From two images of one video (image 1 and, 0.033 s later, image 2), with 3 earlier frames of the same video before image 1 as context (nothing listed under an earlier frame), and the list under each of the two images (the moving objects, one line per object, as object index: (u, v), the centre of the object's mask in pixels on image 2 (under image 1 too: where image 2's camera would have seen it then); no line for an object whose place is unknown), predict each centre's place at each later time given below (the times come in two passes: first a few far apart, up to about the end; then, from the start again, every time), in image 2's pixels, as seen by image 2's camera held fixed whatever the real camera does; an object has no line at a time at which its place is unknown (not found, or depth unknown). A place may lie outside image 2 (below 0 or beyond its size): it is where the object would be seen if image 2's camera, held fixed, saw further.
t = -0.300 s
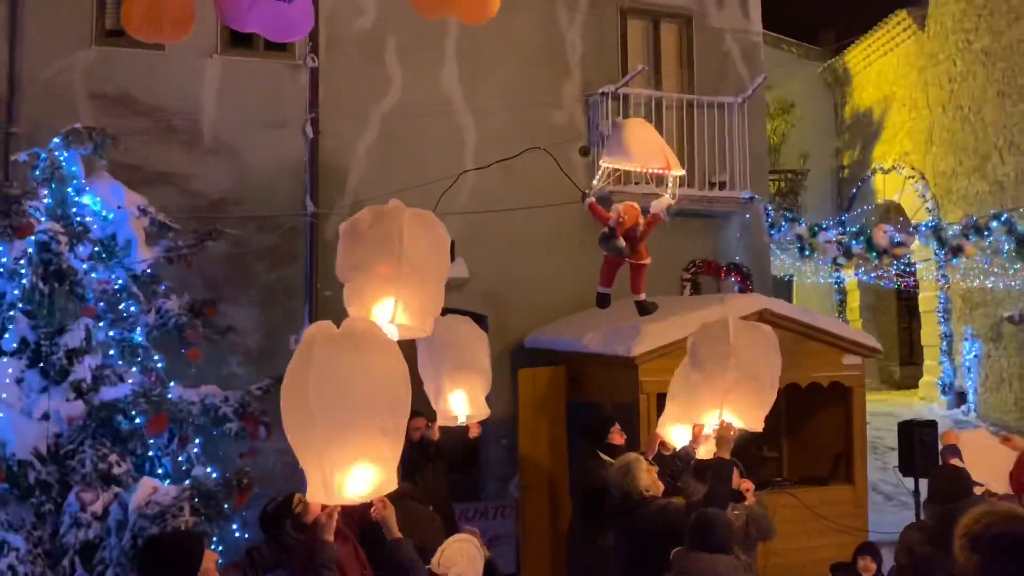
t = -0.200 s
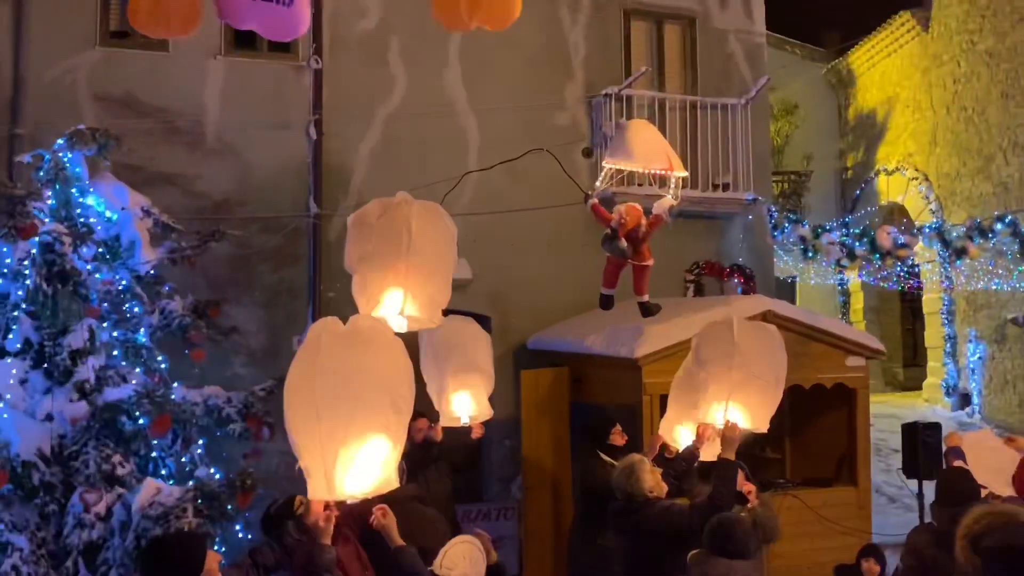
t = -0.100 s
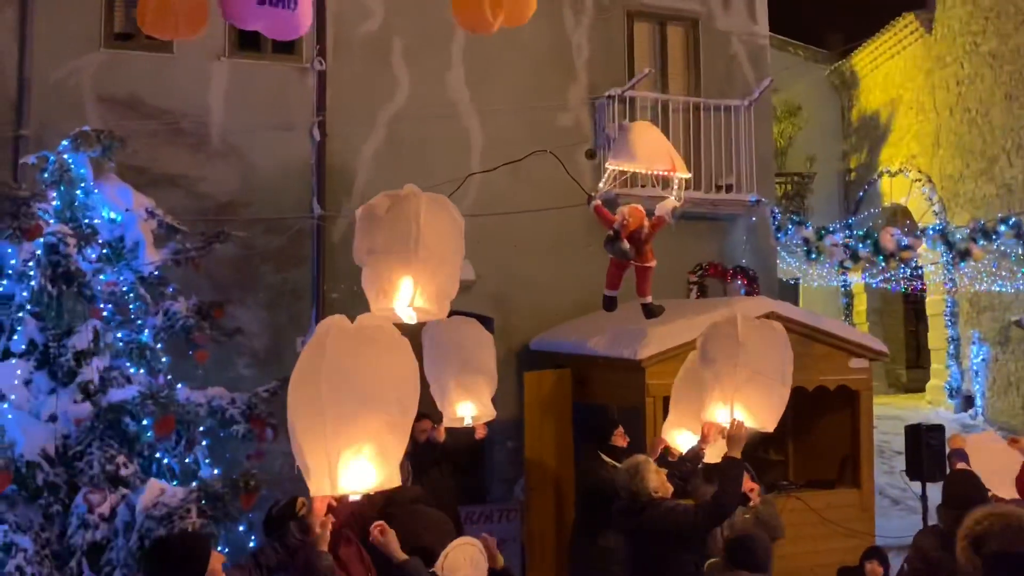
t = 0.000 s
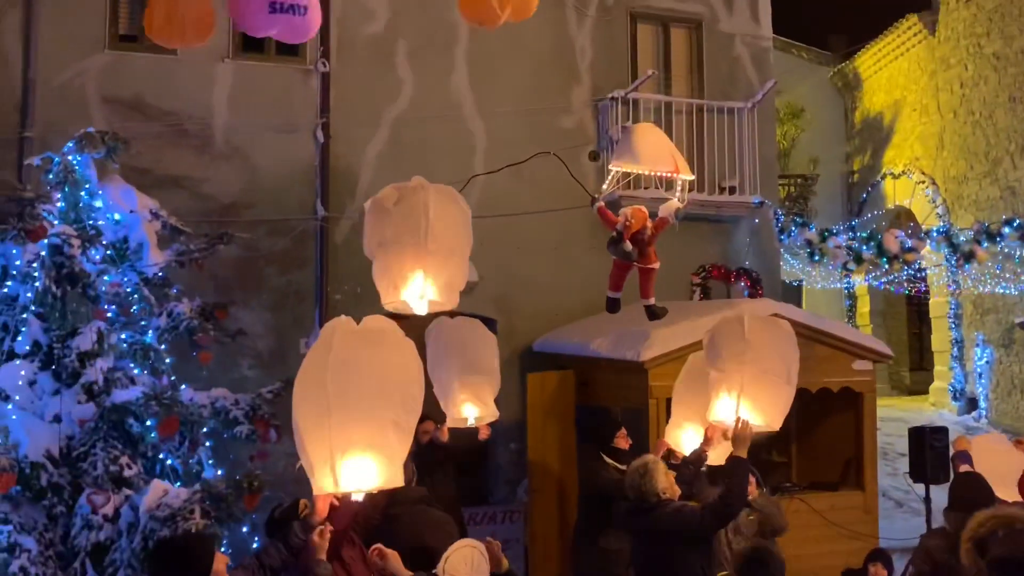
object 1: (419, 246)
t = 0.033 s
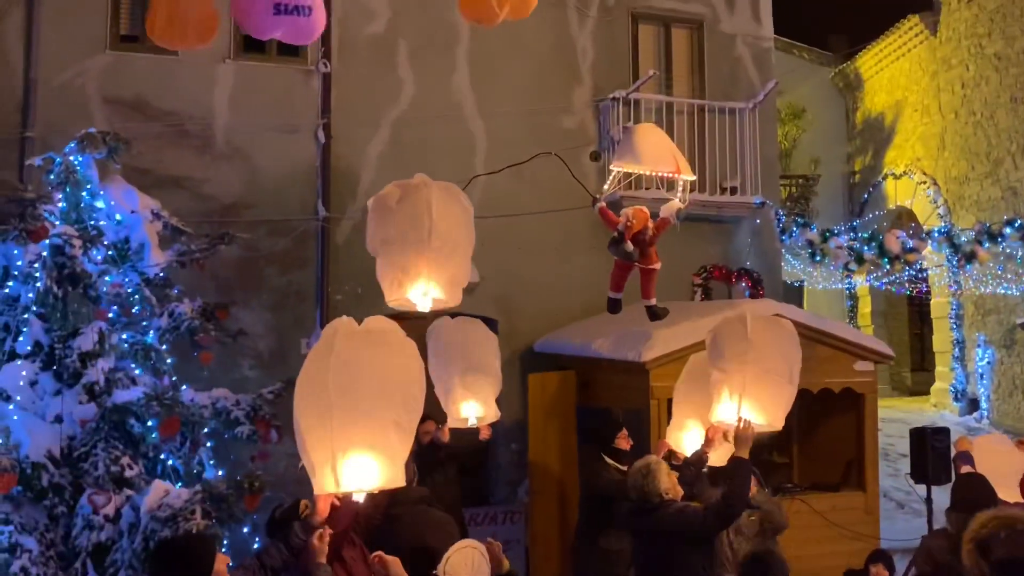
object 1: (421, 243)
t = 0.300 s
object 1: (436, 215)
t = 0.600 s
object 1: (454, 180)
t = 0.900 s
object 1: (466, 159)
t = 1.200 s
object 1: (465, 144)
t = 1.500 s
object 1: (460, 133)
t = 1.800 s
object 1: (453, 122)
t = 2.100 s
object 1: (442, 110)
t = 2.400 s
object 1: (430, 93)
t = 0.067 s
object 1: (423, 240)
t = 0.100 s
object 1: (425, 236)
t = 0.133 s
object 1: (427, 233)
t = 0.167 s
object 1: (429, 229)
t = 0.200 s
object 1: (431, 226)
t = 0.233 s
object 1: (433, 222)
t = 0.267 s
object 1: (435, 219)
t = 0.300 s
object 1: (436, 215)
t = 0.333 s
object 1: (439, 211)
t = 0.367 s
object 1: (441, 207)
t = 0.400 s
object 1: (443, 203)
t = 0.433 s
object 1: (445, 200)
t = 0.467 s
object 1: (447, 196)
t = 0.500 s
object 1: (449, 192)
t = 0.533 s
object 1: (451, 188)
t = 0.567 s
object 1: (453, 184)
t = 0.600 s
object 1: (454, 180)
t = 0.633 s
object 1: (456, 177)
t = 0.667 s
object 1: (457, 174)
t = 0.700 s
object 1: (459, 171)
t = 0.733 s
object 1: (462, 169)
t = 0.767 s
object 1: (463, 166)
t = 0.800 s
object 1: (465, 165)
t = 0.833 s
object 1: (465, 162)
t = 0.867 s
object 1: (466, 161)
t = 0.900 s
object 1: (466, 159)
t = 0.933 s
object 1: (466, 158)
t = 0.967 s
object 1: (466, 156)
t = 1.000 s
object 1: (466, 155)
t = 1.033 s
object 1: (466, 153)
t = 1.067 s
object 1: (466, 152)
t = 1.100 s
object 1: (466, 150)
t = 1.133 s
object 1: (466, 148)
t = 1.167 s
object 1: (466, 146)
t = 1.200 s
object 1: (465, 144)
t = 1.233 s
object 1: (465, 143)
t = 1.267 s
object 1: (464, 141)
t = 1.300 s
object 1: (464, 140)
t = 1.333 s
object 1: (463, 139)
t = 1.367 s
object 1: (463, 138)
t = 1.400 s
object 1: (462, 137)
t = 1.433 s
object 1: (461, 136)
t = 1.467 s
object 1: (461, 135)
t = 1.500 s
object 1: (460, 133)
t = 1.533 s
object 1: (460, 131)
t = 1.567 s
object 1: (459, 130)
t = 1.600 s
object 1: (459, 128)
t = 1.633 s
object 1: (458, 127)
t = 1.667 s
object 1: (457, 126)
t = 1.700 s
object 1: (456, 125)
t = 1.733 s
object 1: (454, 125)
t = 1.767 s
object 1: (453, 124)
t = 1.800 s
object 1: (453, 122)
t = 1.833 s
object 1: (452, 121)
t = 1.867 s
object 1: (450, 120)
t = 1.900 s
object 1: (449, 119)
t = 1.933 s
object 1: (448, 117)
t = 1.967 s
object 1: (446, 116)
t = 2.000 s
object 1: (445, 114)
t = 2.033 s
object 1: (444, 113)
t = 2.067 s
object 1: (443, 111)
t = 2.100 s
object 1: (442, 110)
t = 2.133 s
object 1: (440, 108)
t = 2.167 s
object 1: (439, 106)
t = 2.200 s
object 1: (438, 105)
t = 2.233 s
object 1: (437, 103)
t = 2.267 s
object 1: (435, 101)
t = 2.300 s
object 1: (434, 99)
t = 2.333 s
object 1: (433, 97)
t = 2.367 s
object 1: (431, 95)
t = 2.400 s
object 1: (430, 93)
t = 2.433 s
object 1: (428, 91)
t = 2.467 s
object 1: (427, 89)
